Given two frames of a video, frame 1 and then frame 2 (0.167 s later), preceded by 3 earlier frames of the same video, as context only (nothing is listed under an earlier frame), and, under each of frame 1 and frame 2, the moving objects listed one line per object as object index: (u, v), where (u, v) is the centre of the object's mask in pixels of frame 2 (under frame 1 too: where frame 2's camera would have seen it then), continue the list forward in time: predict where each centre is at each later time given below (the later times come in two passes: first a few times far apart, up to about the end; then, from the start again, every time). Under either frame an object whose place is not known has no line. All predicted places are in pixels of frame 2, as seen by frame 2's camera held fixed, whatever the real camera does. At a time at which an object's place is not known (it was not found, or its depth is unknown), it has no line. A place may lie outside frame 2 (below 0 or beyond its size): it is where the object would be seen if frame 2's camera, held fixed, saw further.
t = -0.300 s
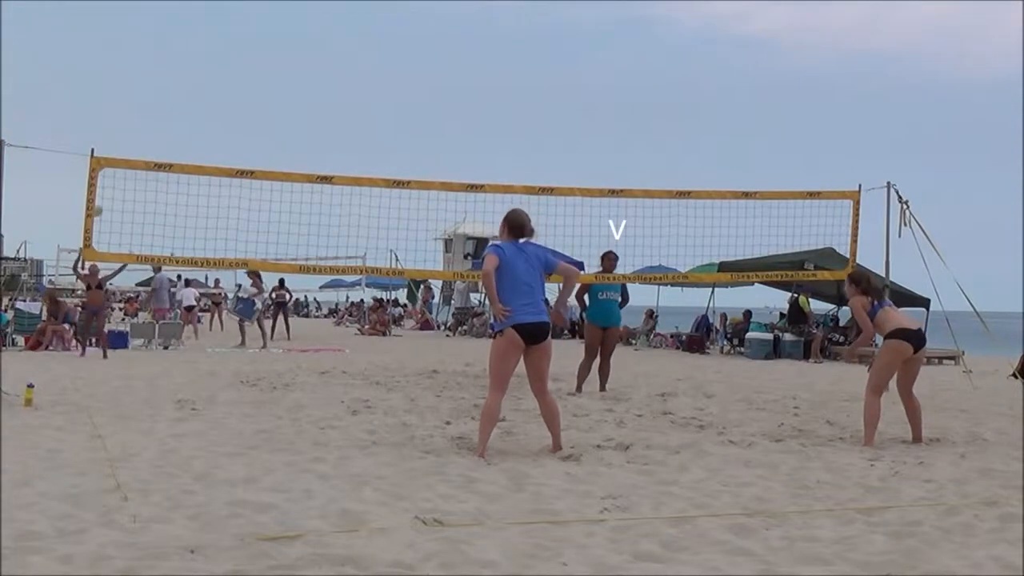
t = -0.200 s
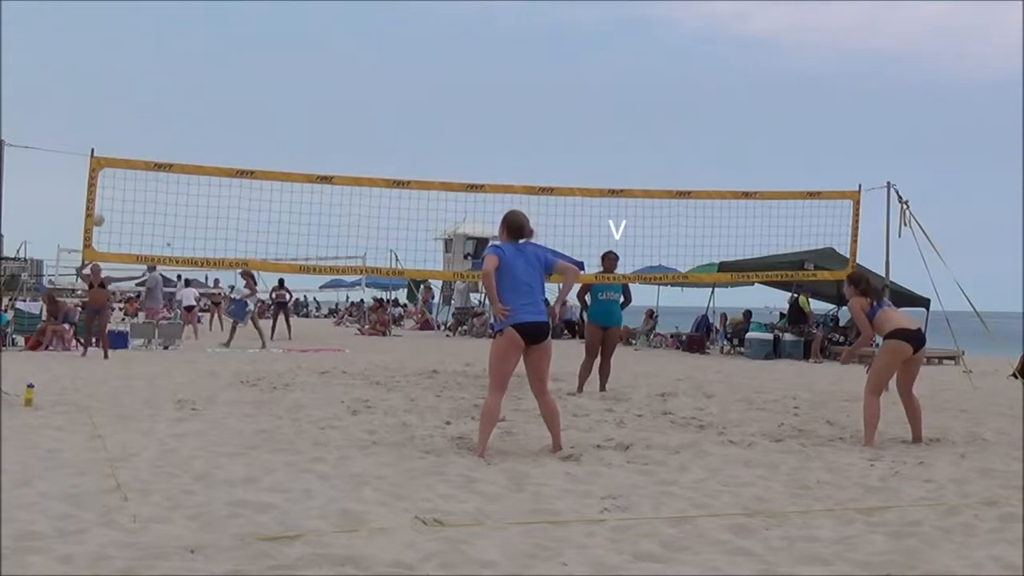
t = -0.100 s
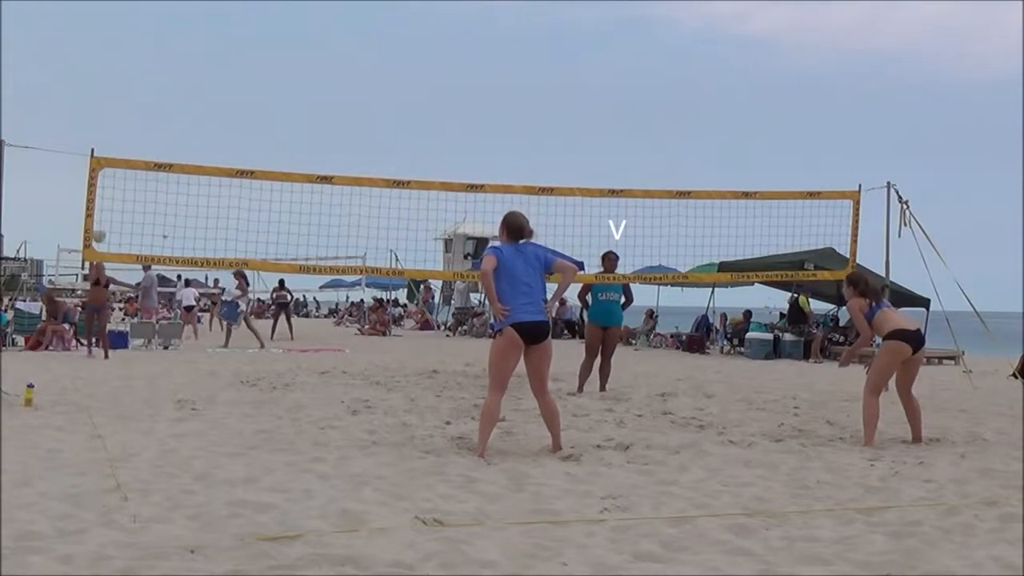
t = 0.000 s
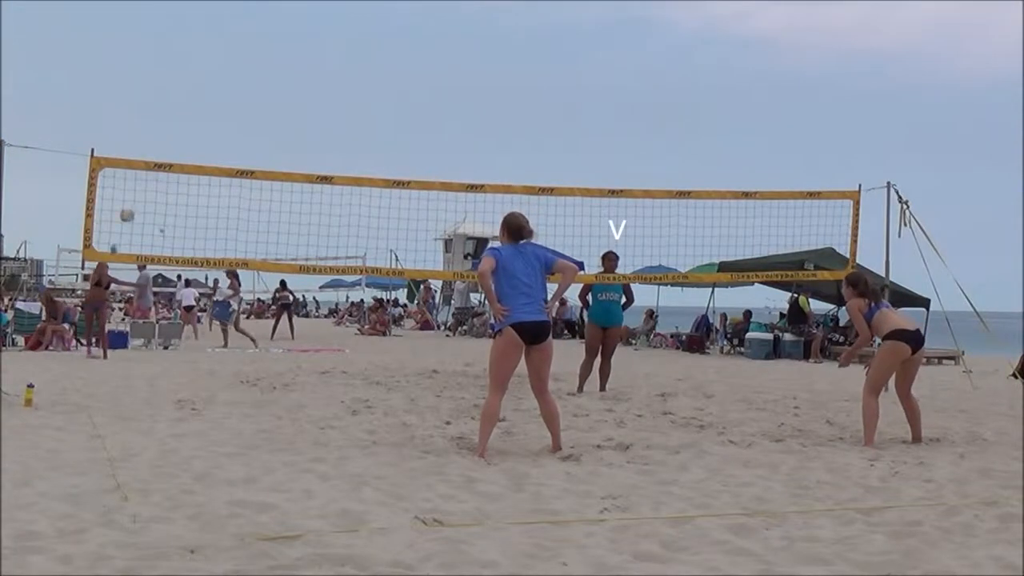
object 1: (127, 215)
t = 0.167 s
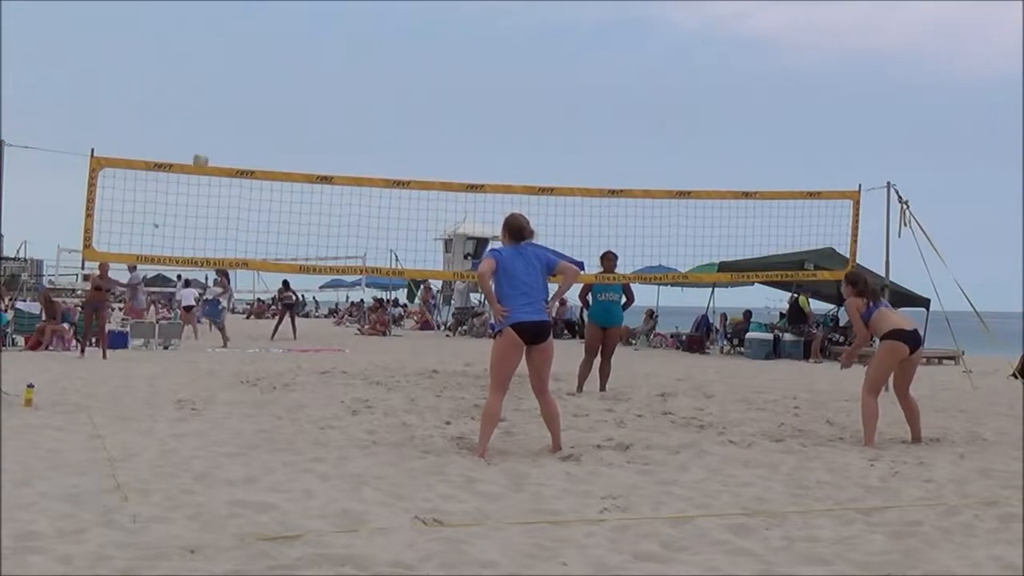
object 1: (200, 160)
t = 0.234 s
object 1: (231, 142)
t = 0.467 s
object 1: (348, 101)
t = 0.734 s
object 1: (508, 106)
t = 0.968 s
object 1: (673, 157)
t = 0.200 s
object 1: (215, 151)
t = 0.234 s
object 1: (231, 142)
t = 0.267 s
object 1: (247, 134)
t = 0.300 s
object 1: (264, 126)
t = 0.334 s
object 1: (280, 119)
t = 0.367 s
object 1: (297, 113)
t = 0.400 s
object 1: (314, 109)
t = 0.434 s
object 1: (331, 104)
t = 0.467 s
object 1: (348, 101)
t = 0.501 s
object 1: (367, 99)
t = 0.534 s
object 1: (385, 98)
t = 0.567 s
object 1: (405, 97)
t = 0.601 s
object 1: (424, 98)
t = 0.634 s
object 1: (444, 99)
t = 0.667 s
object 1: (465, 101)
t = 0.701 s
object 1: (486, 103)
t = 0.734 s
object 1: (508, 106)
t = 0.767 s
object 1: (530, 111)
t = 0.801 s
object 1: (552, 116)
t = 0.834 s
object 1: (575, 122)
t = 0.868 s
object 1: (599, 129)
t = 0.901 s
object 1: (624, 138)
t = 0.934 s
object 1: (648, 147)
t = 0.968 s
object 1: (673, 157)
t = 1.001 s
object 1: (699, 169)
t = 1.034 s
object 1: (725, 182)
